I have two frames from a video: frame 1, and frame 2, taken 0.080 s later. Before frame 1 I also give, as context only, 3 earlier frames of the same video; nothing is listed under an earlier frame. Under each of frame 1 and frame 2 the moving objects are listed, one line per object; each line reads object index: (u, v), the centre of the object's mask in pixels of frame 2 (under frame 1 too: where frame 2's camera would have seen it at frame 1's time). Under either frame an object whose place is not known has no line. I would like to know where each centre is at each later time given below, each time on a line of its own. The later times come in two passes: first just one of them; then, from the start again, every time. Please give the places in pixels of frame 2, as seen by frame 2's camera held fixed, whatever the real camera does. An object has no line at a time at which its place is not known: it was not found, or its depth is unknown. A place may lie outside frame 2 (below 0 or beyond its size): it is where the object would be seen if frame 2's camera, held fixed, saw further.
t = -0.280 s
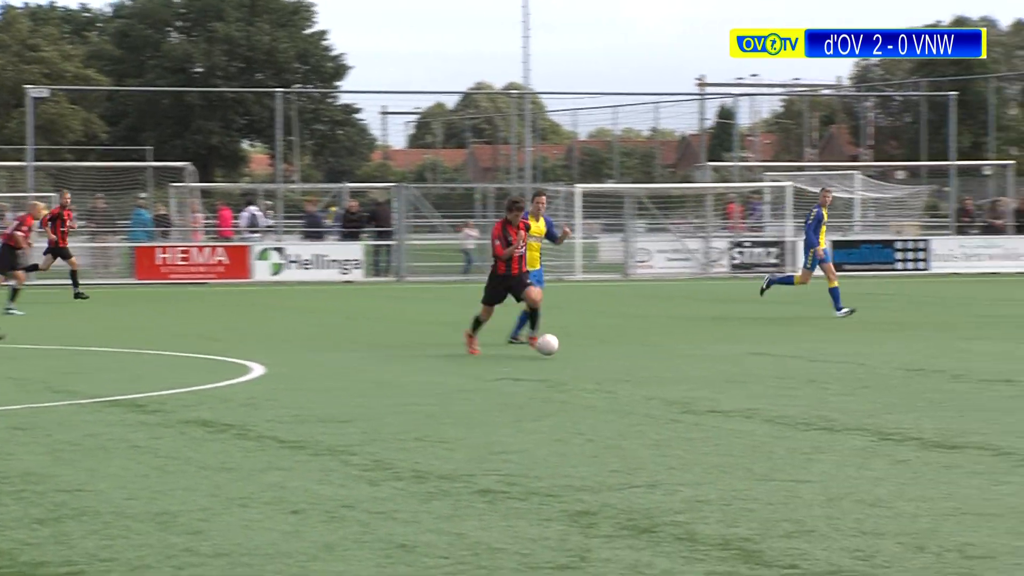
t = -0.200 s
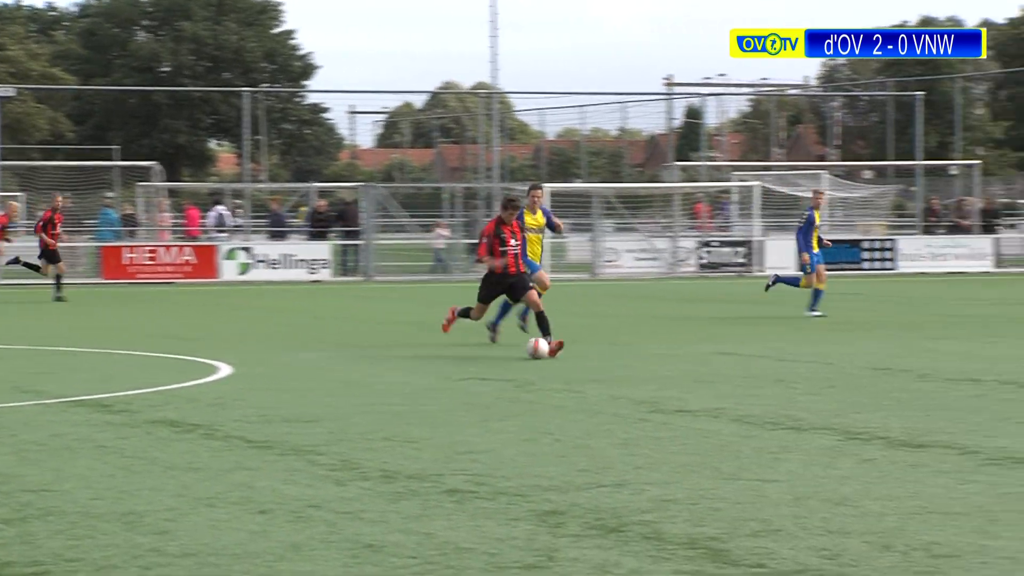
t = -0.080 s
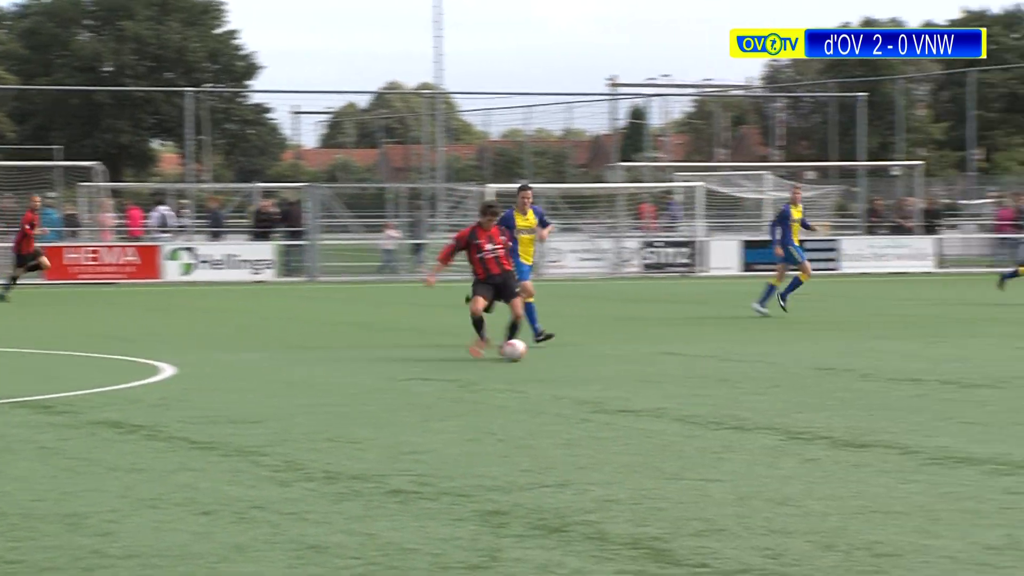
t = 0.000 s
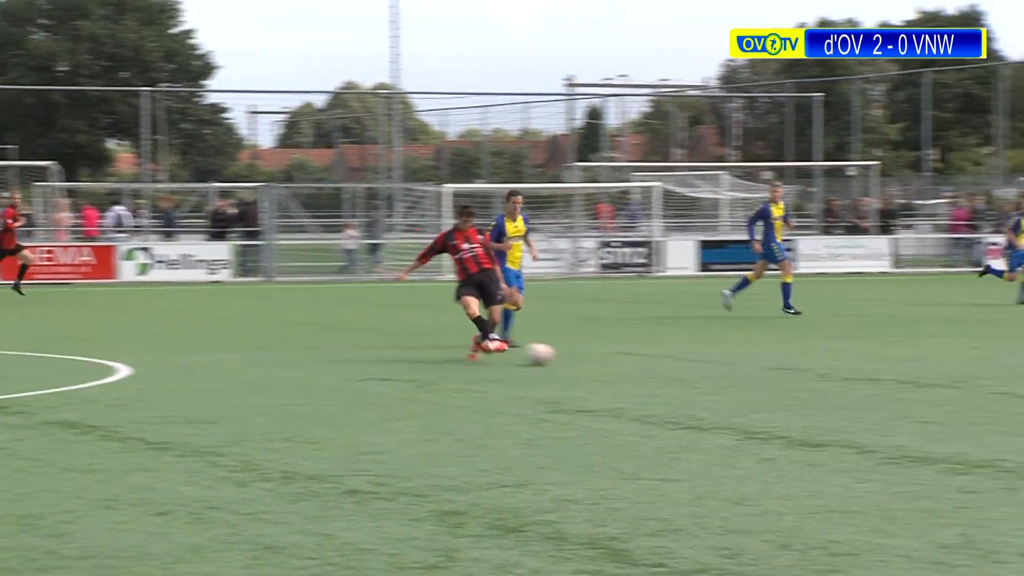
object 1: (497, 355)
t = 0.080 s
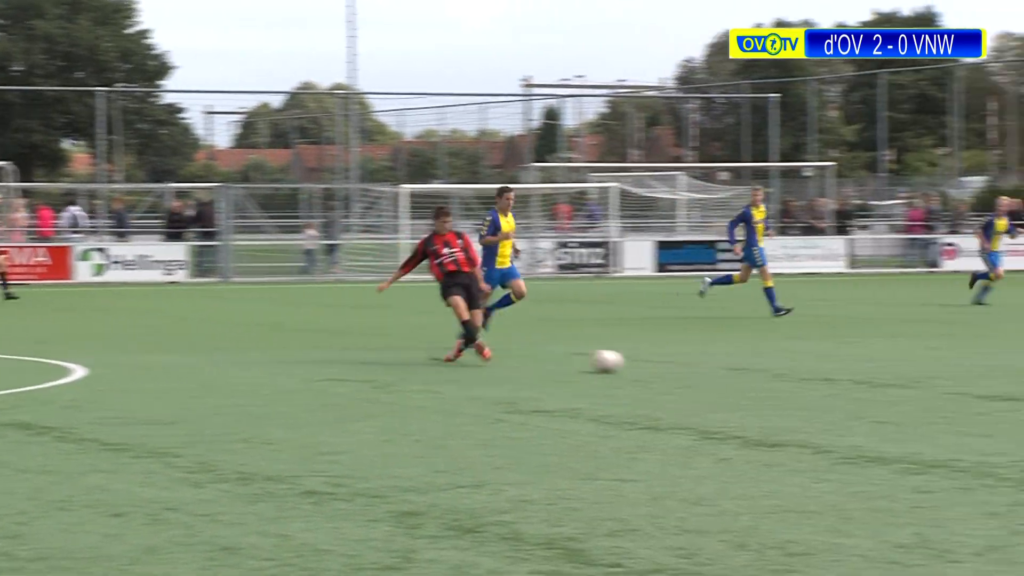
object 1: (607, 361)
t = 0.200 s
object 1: (778, 369)
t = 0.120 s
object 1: (663, 363)
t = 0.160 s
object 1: (720, 366)
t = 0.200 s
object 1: (778, 369)
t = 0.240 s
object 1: (838, 371)
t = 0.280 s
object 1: (897, 374)
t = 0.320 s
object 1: (955, 378)
